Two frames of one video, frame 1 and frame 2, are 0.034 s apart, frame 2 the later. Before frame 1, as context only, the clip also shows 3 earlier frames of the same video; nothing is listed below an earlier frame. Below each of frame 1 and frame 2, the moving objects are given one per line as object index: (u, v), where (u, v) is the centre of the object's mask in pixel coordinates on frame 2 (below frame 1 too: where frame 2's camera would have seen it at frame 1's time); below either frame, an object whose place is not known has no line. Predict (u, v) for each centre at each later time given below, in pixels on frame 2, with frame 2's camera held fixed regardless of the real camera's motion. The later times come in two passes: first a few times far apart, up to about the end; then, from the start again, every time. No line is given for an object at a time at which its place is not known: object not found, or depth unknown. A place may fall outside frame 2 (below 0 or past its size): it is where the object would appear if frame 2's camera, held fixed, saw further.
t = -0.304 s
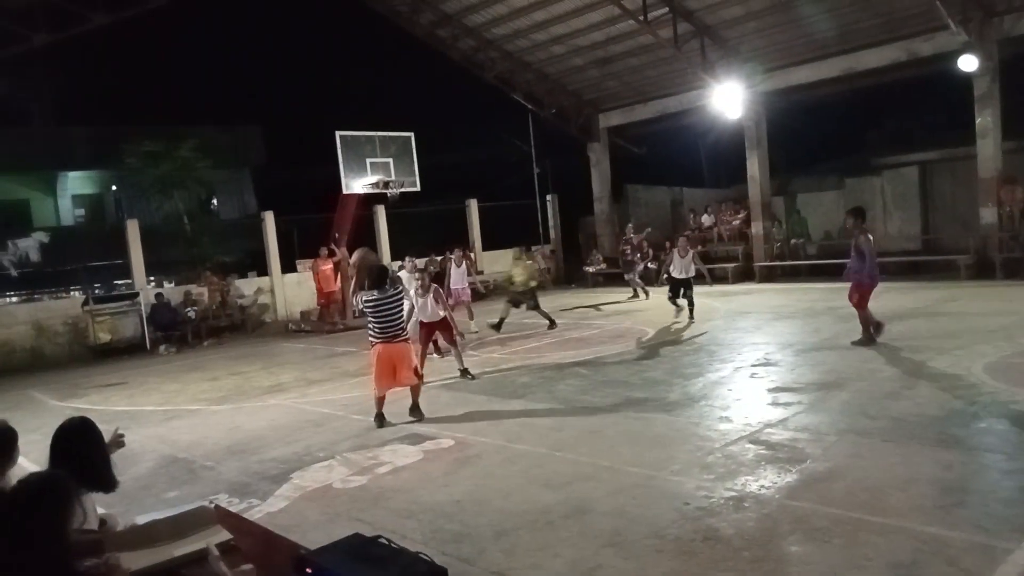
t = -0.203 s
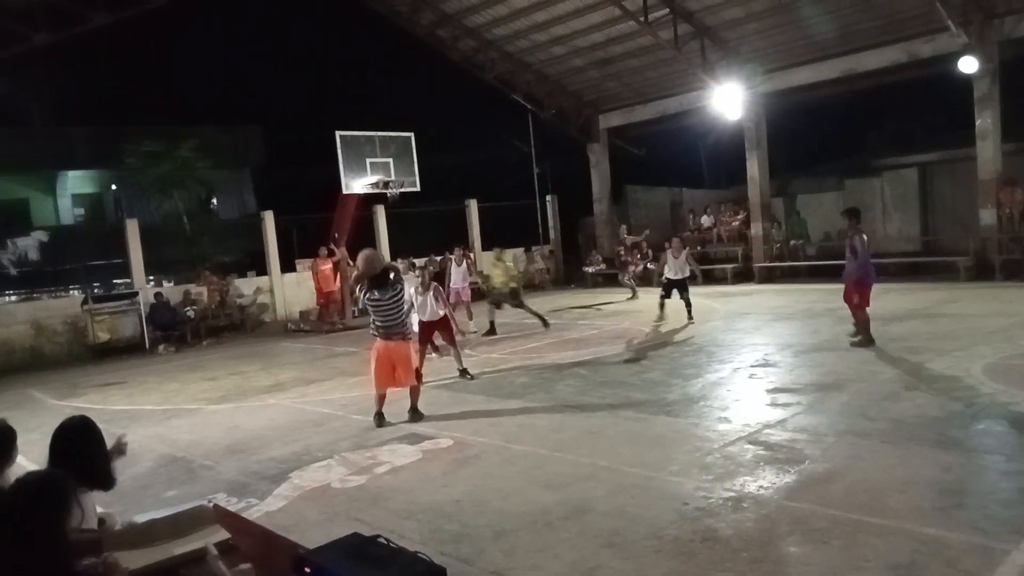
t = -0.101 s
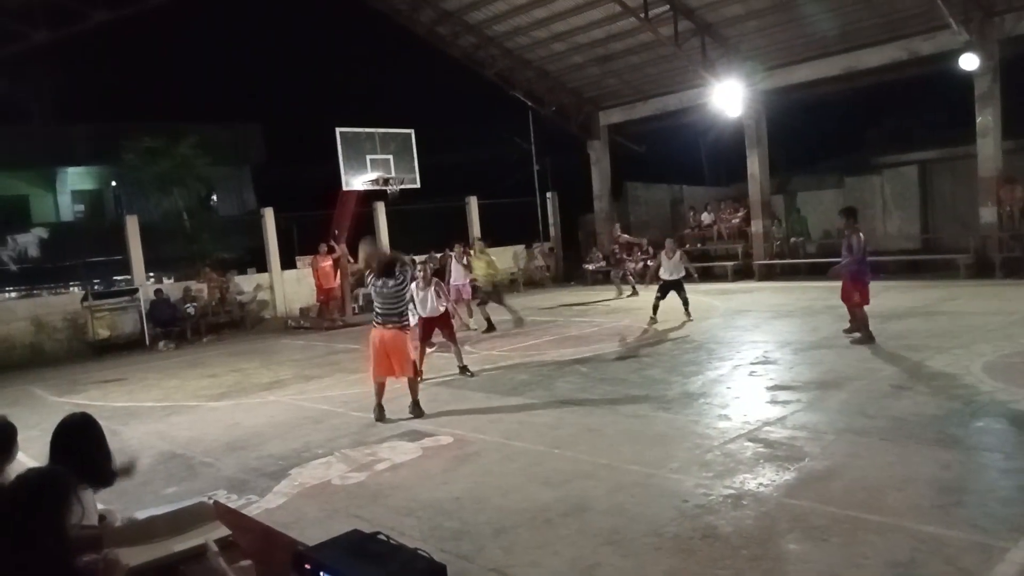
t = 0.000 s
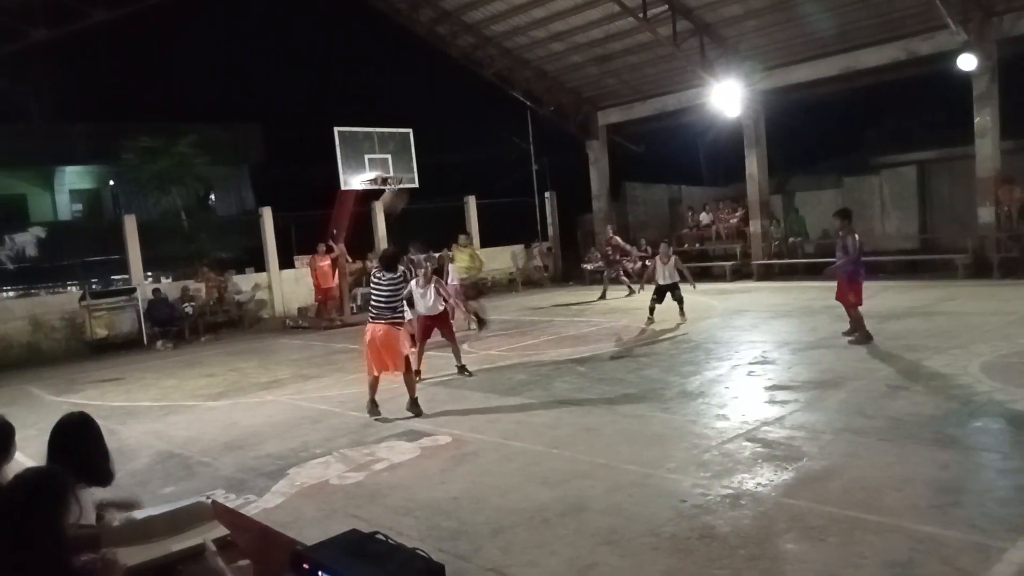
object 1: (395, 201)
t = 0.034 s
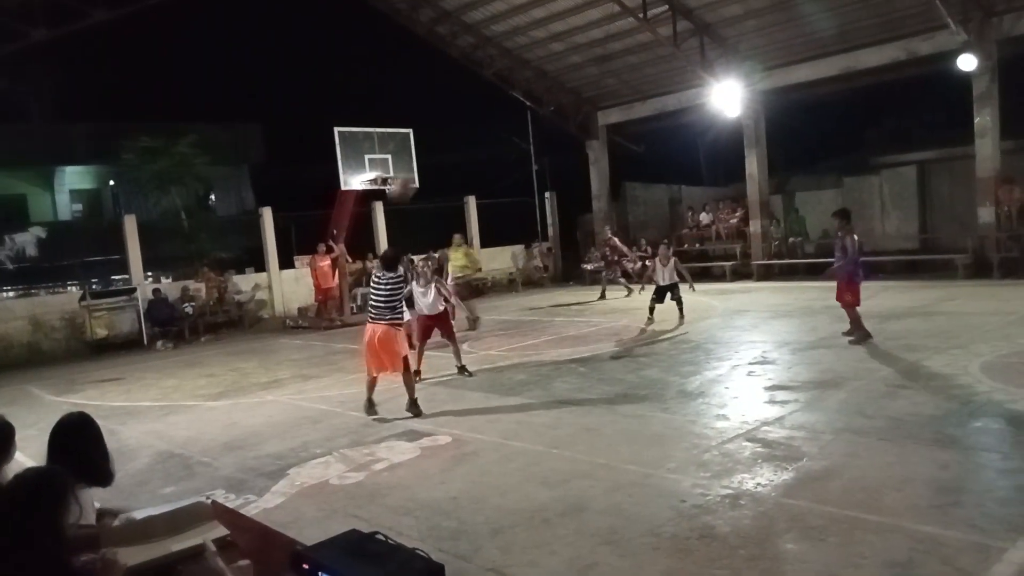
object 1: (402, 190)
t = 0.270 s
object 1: (466, 142)
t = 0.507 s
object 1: (511, 144)
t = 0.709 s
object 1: (542, 170)
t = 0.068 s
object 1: (415, 176)
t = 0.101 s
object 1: (426, 167)
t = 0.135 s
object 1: (434, 160)
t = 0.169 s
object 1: (442, 153)
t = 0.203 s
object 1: (451, 148)
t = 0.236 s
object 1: (458, 144)
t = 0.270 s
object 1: (466, 142)
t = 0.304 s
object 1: (473, 140)
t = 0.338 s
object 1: (480, 138)
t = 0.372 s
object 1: (487, 138)
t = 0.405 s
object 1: (493, 139)
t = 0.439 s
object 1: (500, 140)
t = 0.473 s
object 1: (506, 142)
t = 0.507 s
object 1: (511, 144)
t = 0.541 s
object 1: (516, 147)
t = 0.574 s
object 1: (521, 151)
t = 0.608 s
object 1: (527, 155)
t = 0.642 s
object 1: (532, 160)
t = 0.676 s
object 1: (537, 165)
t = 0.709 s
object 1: (542, 170)
